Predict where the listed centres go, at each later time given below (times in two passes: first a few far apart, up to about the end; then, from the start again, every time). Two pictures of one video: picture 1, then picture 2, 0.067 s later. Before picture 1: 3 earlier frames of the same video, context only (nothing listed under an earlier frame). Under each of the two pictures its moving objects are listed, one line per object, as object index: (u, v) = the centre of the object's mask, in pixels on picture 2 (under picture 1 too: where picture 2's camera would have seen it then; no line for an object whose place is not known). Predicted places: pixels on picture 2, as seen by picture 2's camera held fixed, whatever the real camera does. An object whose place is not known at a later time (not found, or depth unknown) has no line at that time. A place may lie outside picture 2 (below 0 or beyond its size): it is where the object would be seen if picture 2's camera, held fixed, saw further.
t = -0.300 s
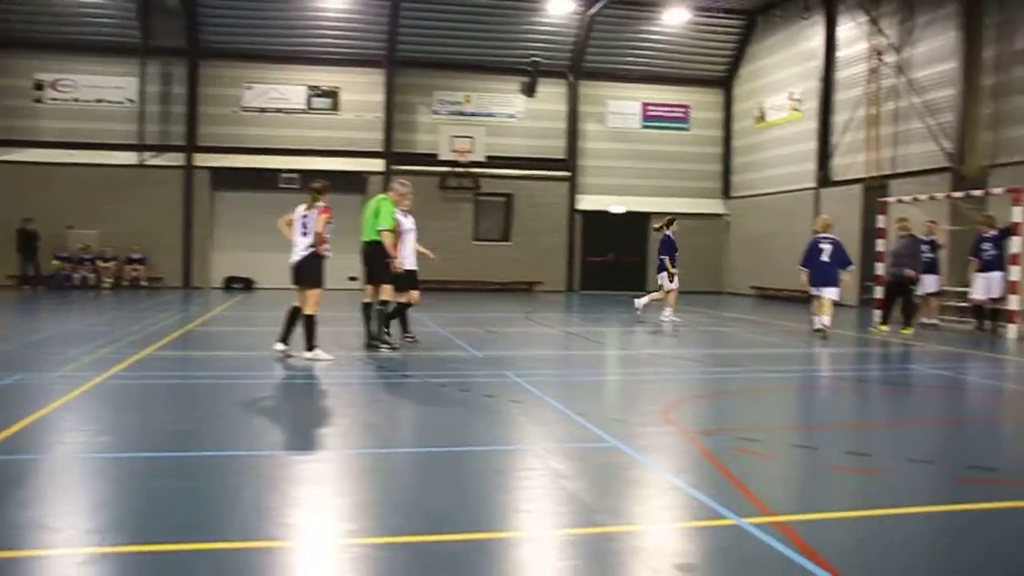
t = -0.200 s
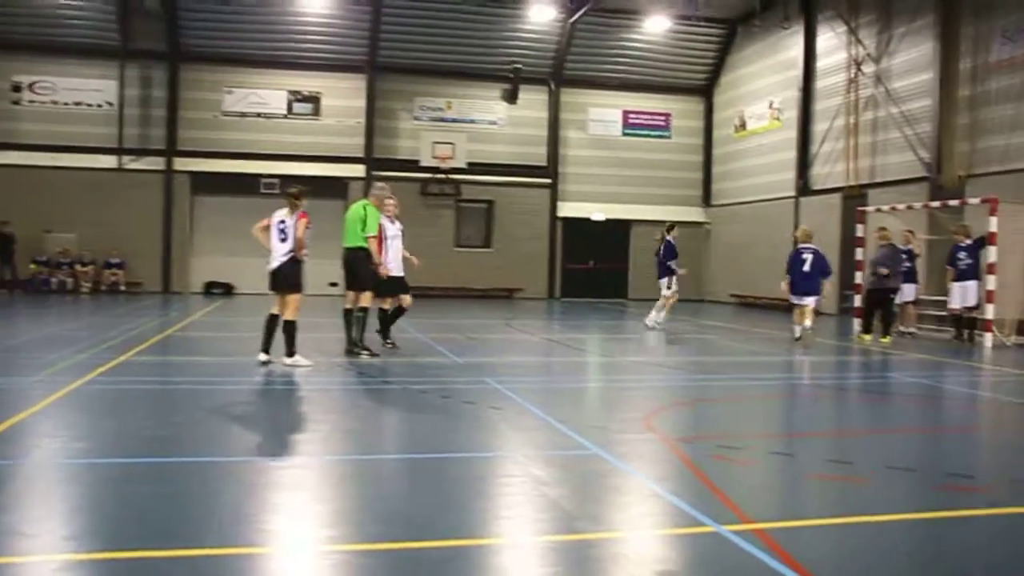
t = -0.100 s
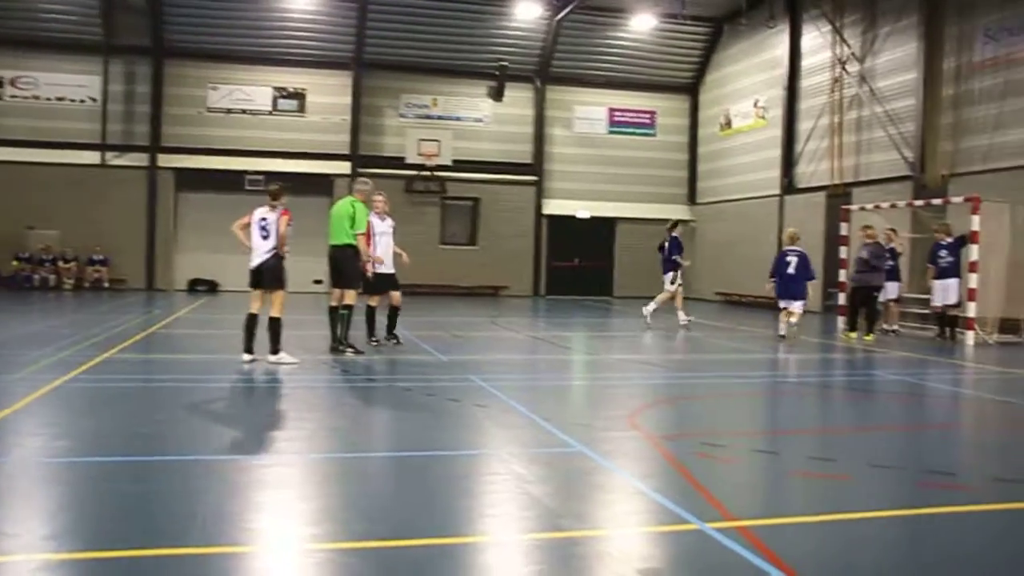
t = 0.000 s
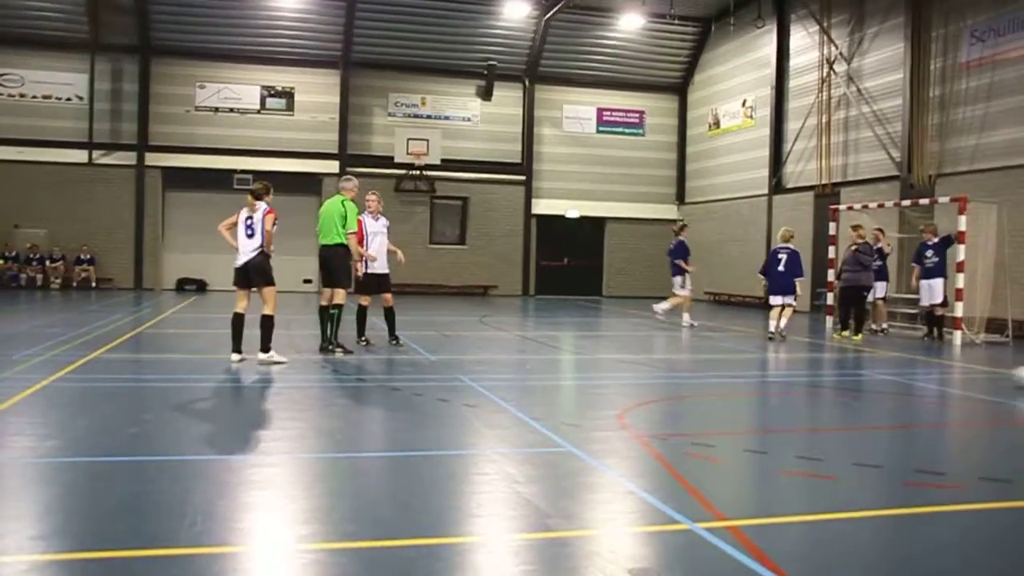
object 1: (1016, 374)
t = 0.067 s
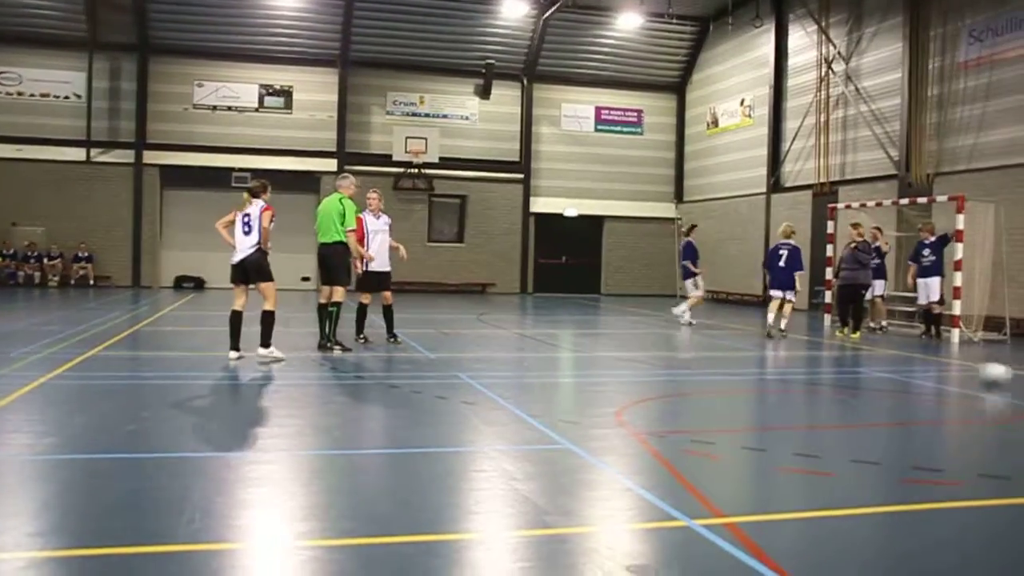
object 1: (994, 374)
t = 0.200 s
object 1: (931, 370)
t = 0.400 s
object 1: (845, 367)
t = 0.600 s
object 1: (762, 364)
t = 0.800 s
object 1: (681, 360)
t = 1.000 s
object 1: (605, 357)
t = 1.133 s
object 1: (555, 355)
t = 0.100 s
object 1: (979, 373)
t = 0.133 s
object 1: (962, 372)
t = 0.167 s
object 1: (947, 371)
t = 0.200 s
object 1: (931, 370)
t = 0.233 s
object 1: (915, 369)
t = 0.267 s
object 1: (902, 369)
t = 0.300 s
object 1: (887, 369)
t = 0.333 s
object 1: (873, 368)
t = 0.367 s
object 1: (858, 366)
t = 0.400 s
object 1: (845, 367)
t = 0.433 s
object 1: (830, 367)
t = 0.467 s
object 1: (817, 366)
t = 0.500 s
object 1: (803, 366)
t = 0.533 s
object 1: (789, 365)
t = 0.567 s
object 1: (776, 364)
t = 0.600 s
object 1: (762, 364)
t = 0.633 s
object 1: (747, 363)
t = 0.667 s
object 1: (734, 363)
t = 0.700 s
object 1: (721, 362)
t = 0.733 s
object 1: (707, 361)
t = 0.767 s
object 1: (695, 360)
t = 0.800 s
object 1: (681, 360)
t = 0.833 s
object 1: (668, 360)
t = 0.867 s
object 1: (656, 360)
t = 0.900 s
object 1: (642, 359)
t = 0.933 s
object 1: (629, 359)
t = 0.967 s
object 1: (616, 358)
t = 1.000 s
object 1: (605, 357)
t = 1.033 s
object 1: (592, 356)
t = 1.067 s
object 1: (581, 356)
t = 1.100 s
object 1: (567, 355)
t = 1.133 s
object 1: (555, 355)
